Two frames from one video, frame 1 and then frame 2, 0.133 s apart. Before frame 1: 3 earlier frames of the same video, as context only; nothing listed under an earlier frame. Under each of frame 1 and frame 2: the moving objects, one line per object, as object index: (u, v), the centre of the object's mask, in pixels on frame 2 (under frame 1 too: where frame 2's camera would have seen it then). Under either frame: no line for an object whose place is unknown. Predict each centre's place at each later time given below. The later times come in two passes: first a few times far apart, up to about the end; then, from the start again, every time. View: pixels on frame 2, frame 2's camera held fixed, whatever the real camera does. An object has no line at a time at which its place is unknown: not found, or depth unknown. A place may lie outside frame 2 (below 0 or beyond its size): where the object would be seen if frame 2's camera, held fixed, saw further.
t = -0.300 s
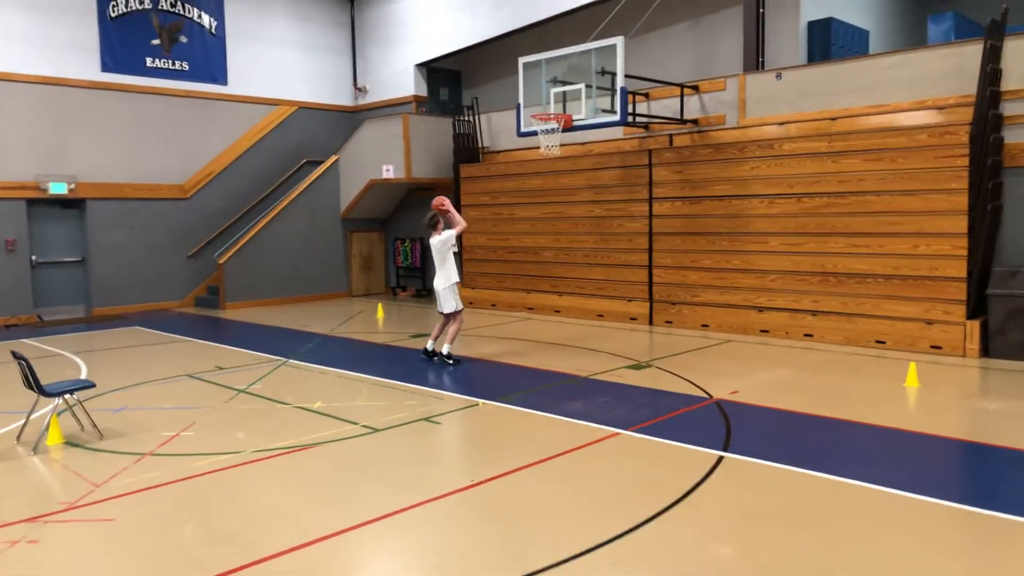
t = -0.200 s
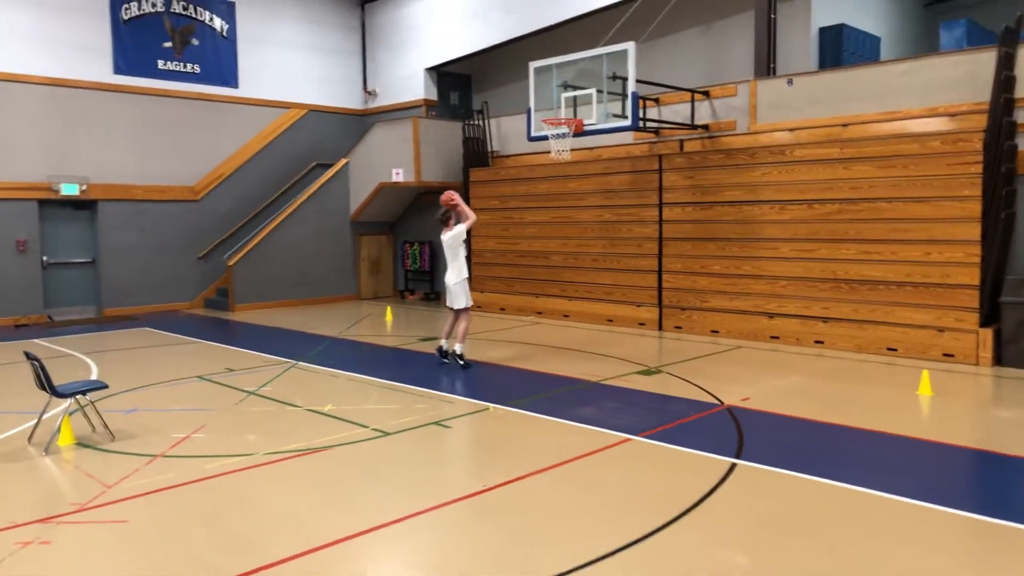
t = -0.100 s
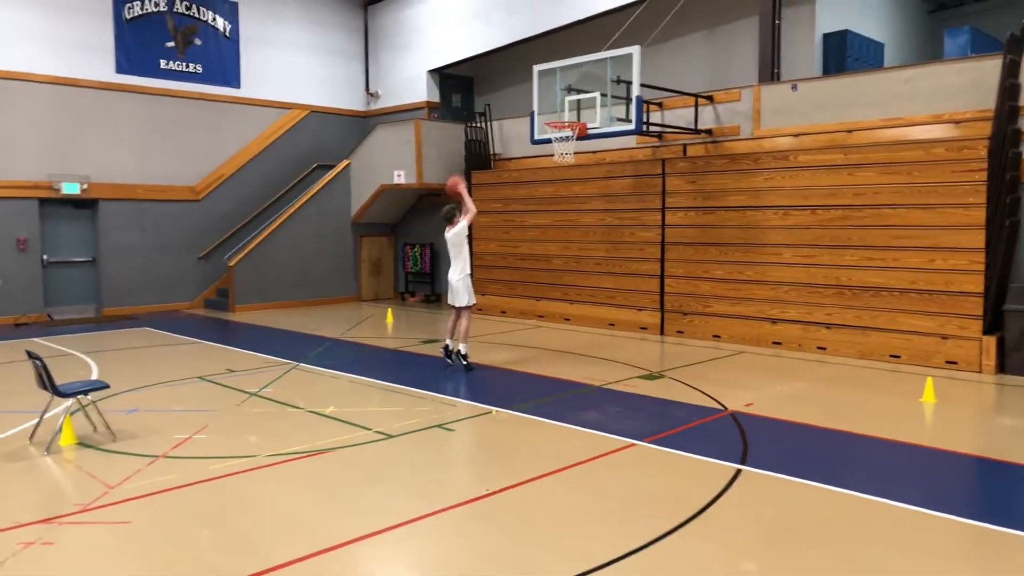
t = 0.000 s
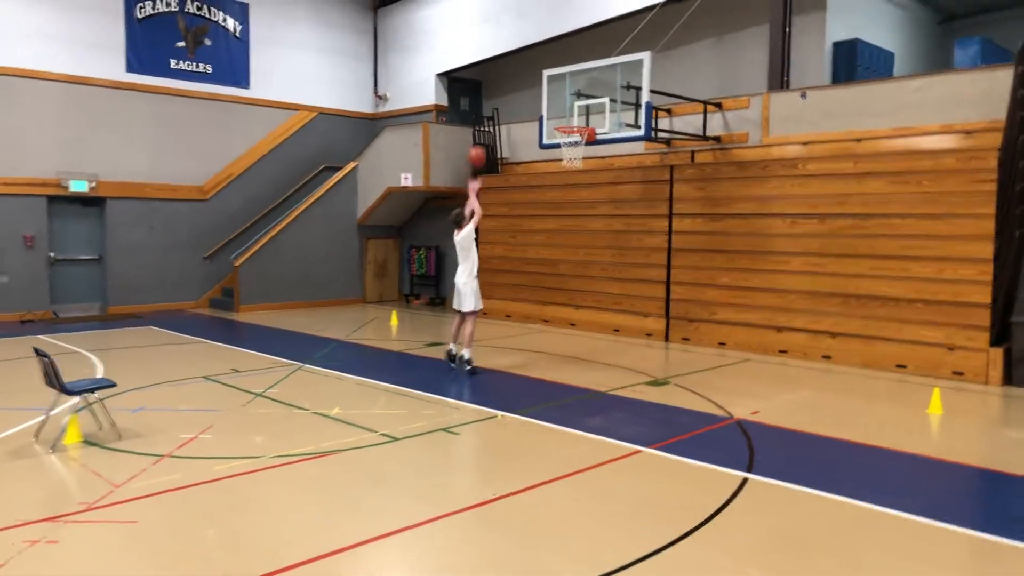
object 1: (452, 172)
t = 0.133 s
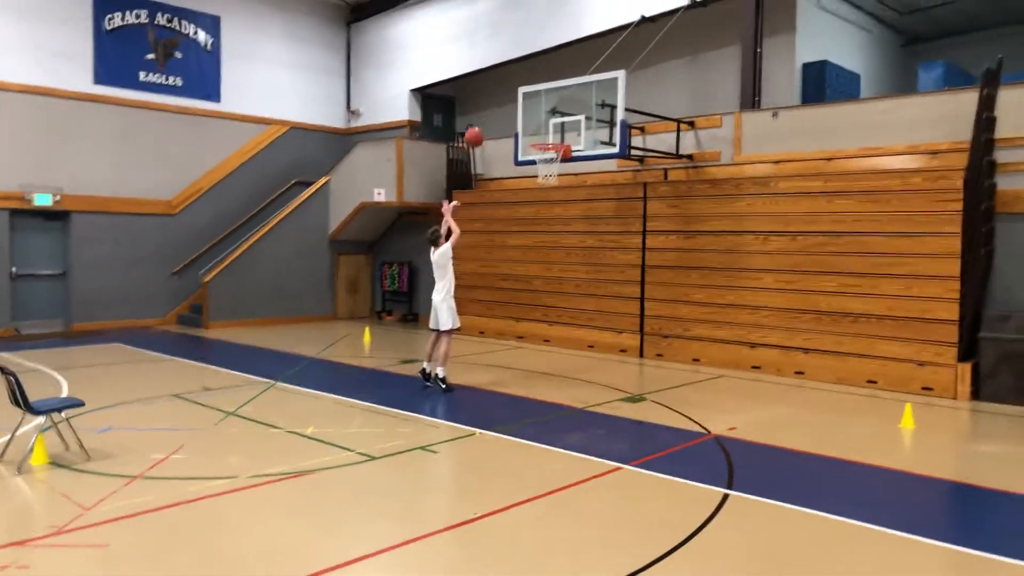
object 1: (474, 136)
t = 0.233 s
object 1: (490, 121)
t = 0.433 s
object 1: (519, 113)
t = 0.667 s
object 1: (550, 140)
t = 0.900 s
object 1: (564, 175)
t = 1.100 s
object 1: (567, 210)
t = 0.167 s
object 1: (479, 130)
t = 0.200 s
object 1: (484, 125)
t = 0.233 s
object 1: (490, 121)
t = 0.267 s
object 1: (495, 117)
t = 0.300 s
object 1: (500, 115)
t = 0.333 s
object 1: (504, 113)
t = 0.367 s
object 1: (509, 111)
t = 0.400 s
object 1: (513, 112)
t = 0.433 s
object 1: (519, 113)
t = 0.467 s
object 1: (524, 114)
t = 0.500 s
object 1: (529, 117)
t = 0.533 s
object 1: (534, 120)
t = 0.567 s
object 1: (538, 124)
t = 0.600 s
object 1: (540, 129)
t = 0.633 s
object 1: (545, 134)
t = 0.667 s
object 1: (550, 140)
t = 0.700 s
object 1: (554, 148)
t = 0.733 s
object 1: (559, 155)
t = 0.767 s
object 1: (563, 160)
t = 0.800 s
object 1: (566, 163)
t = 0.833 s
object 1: (565, 162)
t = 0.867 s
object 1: (564, 170)
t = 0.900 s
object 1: (564, 175)
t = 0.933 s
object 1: (566, 179)
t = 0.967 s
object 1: (566, 183)
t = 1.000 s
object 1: (566, 187)
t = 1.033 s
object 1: (566, 195)
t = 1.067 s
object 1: (567, 202)
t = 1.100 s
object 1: (567, 210)
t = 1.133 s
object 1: (567, 219)
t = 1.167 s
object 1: (566, 228)
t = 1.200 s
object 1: (566, 237)
